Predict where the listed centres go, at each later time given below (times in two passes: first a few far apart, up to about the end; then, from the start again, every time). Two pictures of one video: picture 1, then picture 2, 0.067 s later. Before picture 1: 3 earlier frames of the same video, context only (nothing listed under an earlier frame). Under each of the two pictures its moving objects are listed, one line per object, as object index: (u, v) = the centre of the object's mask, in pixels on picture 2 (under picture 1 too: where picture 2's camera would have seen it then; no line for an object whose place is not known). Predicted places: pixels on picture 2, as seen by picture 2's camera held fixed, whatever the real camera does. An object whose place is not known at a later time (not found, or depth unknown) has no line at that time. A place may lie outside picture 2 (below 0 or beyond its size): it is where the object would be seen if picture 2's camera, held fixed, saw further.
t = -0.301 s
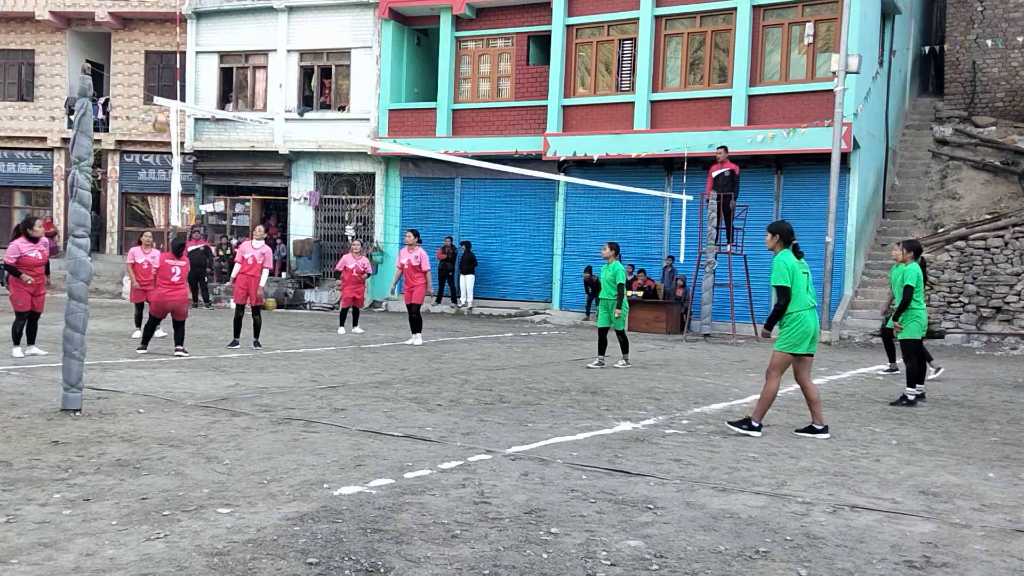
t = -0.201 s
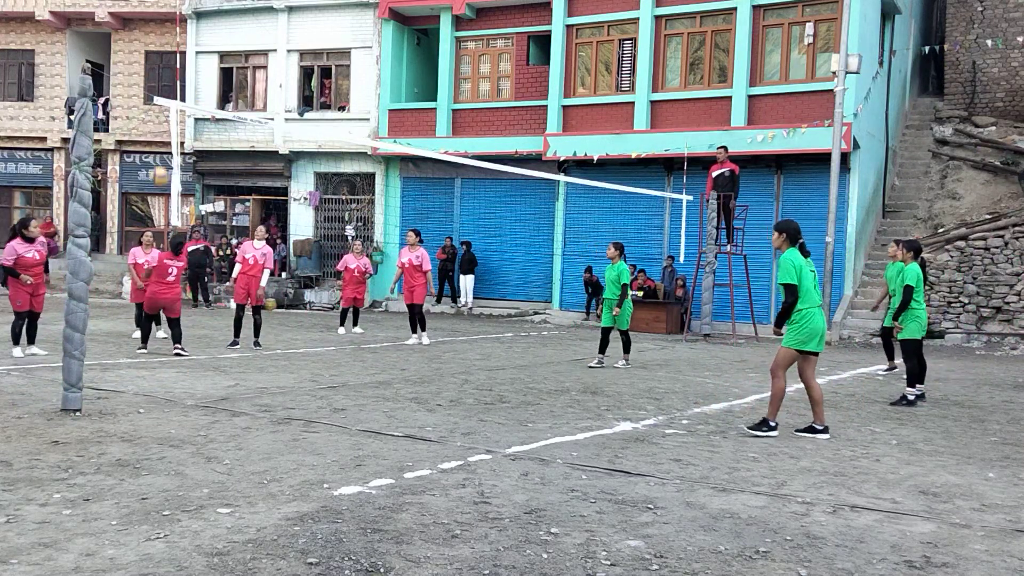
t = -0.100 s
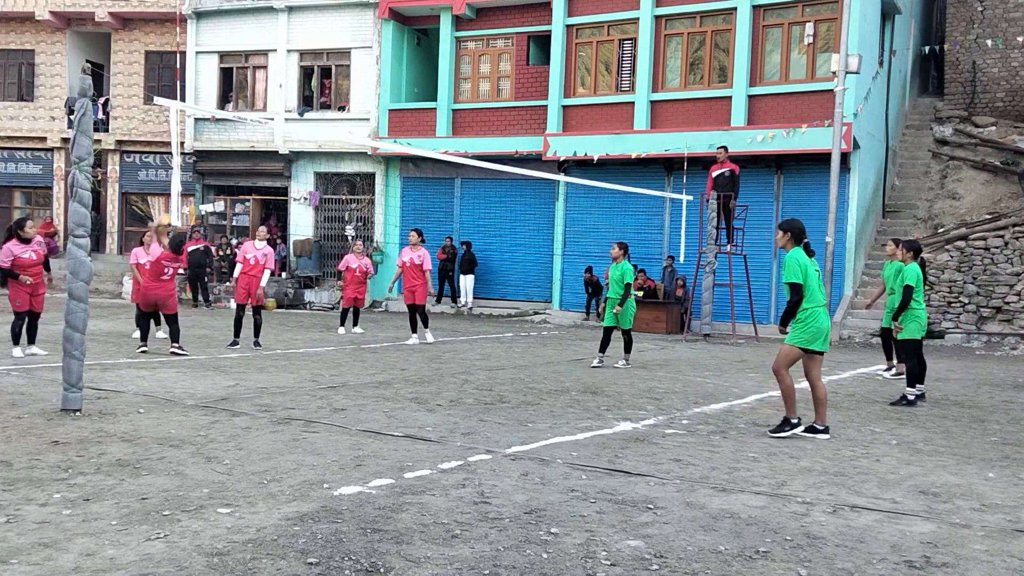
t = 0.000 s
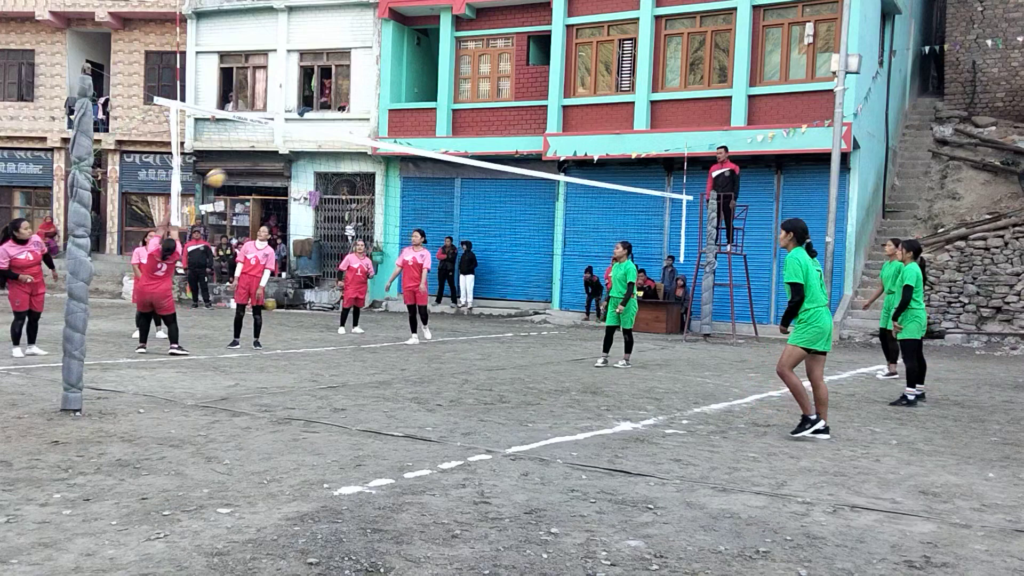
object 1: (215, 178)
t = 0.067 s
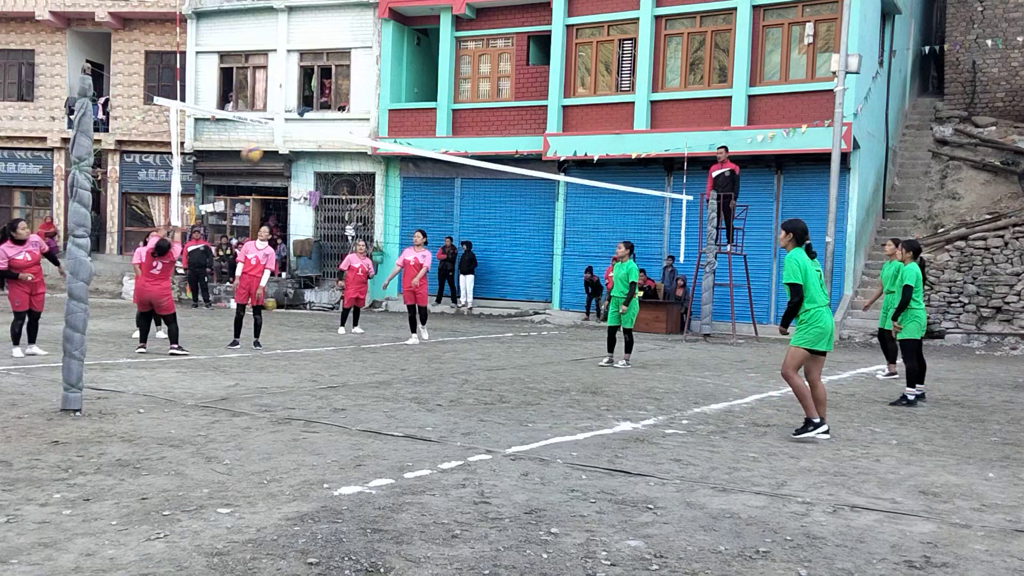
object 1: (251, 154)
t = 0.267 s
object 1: (363, 96)
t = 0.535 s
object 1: (522, 72)
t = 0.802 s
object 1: (699, 126)
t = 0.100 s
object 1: (270, 140)
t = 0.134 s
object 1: (288, 134)
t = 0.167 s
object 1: (307, 119)
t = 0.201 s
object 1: (325, 110)
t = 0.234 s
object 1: (341, 103)
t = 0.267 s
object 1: (363, 96)
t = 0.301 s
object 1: (382, 89)
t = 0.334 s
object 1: (401, 83)
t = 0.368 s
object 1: (421, 79)
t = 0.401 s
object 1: (439, 76)
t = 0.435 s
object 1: (460, 73)
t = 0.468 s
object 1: (481, 72)
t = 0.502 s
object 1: (501, 71)
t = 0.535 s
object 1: (522, 72)
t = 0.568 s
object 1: (542, 74)
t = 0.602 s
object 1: (565, 79)
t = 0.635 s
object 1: (585, 84)
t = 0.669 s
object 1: (607, 89)
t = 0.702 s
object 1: (630, 96)
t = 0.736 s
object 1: (654, 105)
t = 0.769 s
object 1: (676, 115)
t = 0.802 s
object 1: (699, 126)
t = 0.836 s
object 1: (723, 140)
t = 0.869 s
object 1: (746, 155)
